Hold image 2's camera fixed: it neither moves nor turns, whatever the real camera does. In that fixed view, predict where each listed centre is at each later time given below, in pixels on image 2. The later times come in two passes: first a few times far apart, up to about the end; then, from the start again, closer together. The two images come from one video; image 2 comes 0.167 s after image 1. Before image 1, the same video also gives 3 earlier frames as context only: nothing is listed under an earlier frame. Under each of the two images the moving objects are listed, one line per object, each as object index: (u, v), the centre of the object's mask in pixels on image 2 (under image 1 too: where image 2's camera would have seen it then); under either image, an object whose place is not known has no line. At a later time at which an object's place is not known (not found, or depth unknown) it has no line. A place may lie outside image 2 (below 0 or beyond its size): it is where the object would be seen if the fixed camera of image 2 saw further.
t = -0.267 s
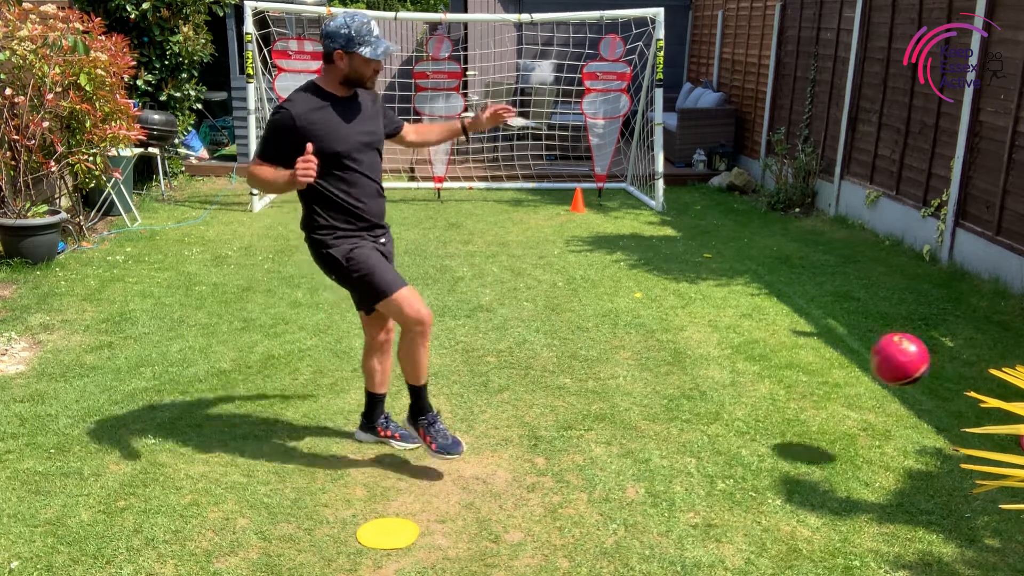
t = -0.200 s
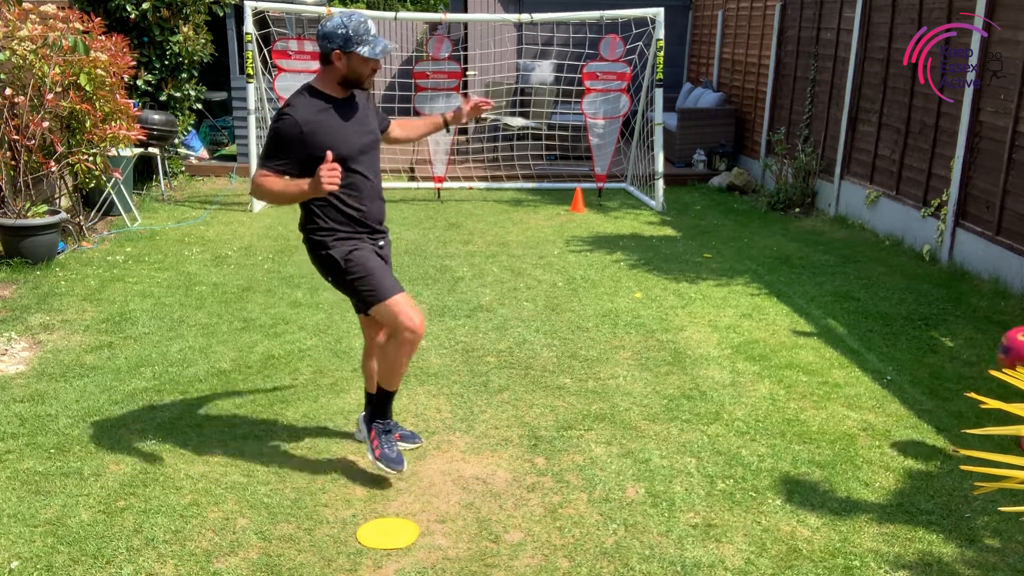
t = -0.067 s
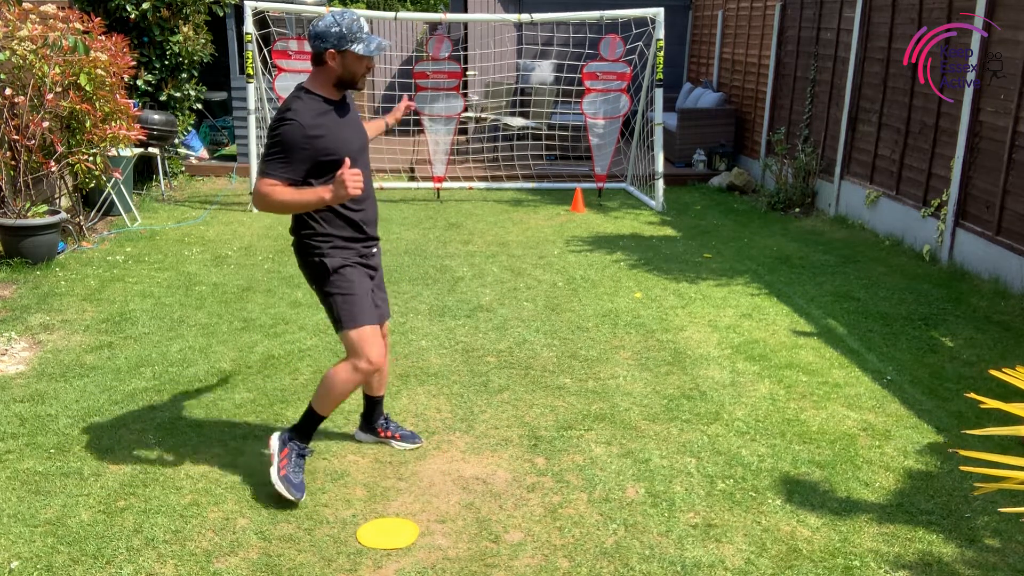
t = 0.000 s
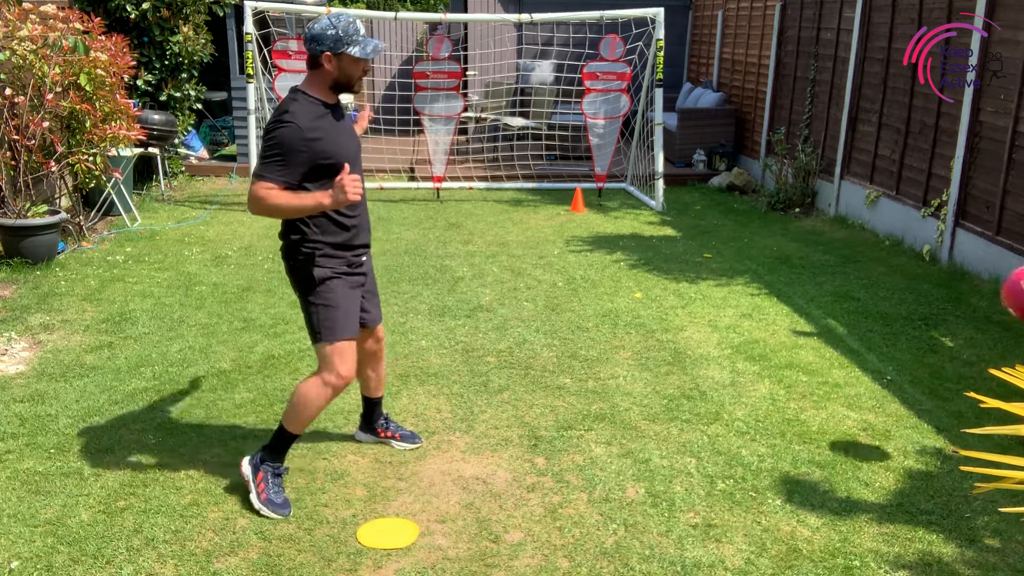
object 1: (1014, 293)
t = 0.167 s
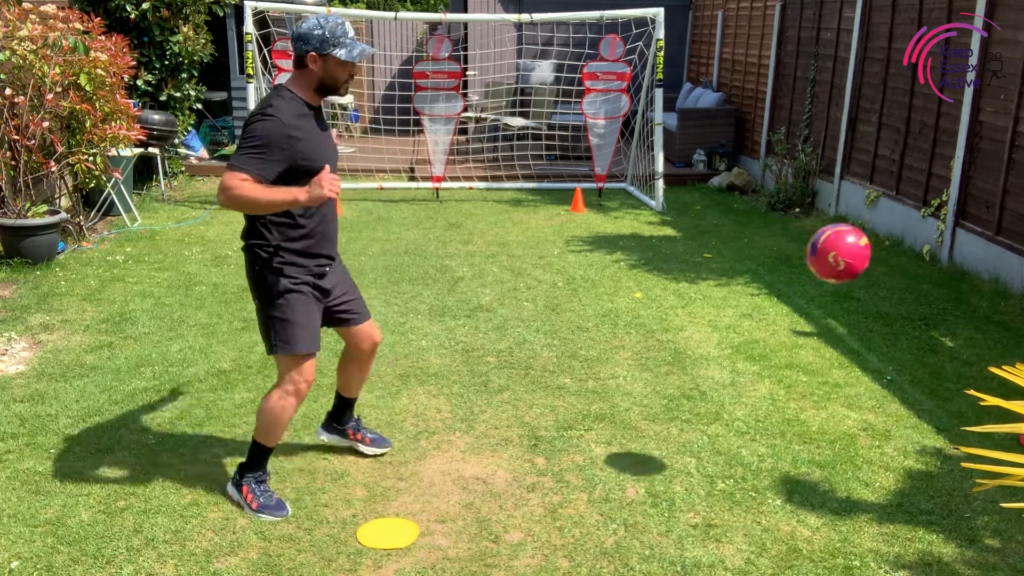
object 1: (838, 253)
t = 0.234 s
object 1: (751, 258)
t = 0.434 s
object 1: (468, 351)
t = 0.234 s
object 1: (751, 258)
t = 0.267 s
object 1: (706, 265)
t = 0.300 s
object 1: (660, 276)
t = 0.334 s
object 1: (613, 290)
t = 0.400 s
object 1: (517, 327)
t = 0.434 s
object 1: (468, 351)
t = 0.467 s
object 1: (419, 378)
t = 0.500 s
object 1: (369, 408)
